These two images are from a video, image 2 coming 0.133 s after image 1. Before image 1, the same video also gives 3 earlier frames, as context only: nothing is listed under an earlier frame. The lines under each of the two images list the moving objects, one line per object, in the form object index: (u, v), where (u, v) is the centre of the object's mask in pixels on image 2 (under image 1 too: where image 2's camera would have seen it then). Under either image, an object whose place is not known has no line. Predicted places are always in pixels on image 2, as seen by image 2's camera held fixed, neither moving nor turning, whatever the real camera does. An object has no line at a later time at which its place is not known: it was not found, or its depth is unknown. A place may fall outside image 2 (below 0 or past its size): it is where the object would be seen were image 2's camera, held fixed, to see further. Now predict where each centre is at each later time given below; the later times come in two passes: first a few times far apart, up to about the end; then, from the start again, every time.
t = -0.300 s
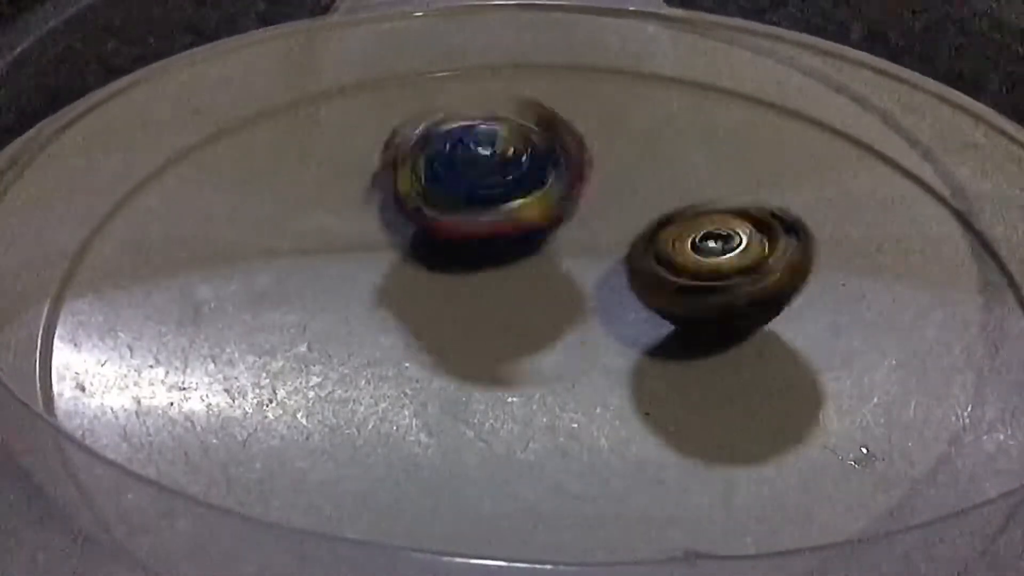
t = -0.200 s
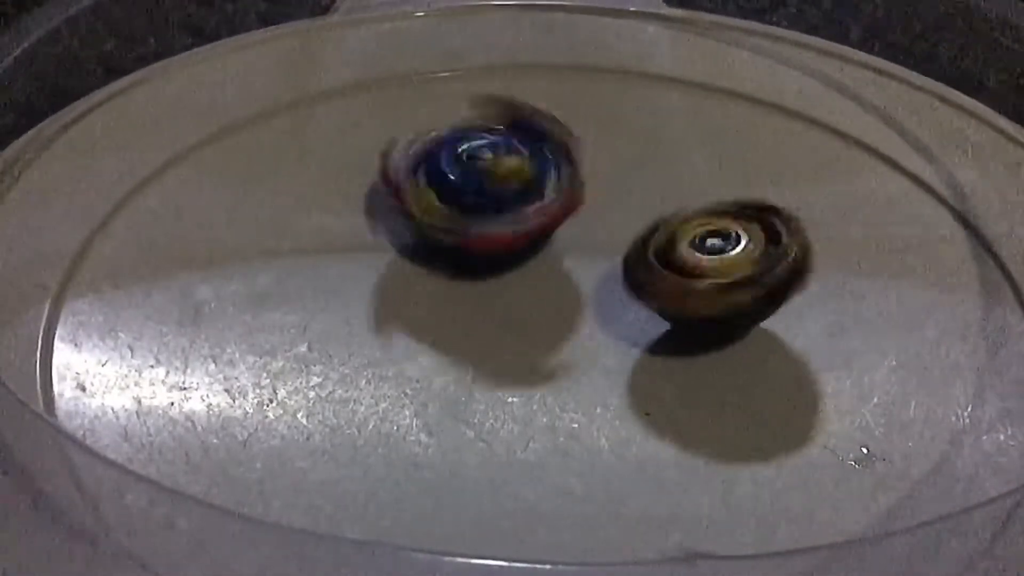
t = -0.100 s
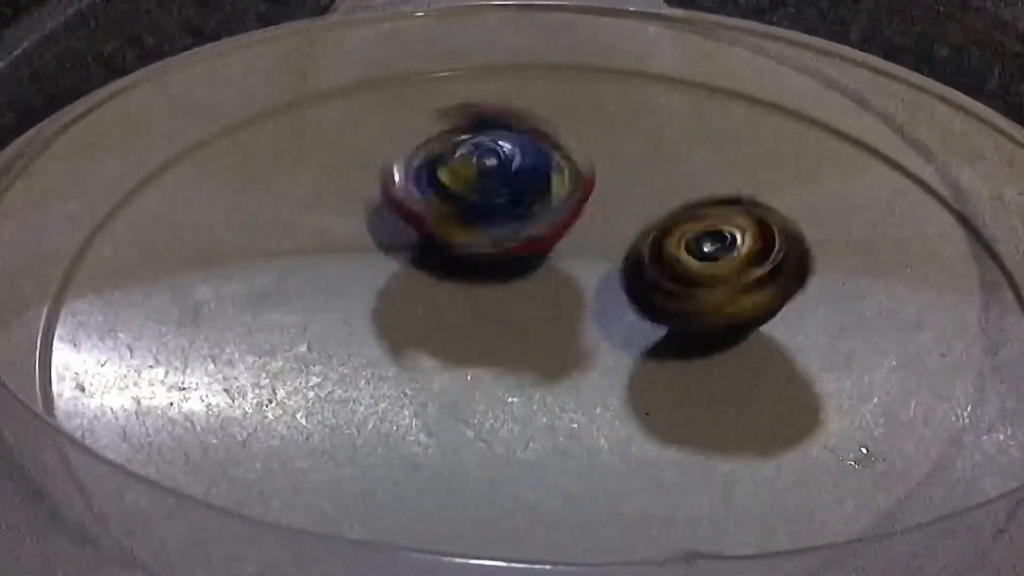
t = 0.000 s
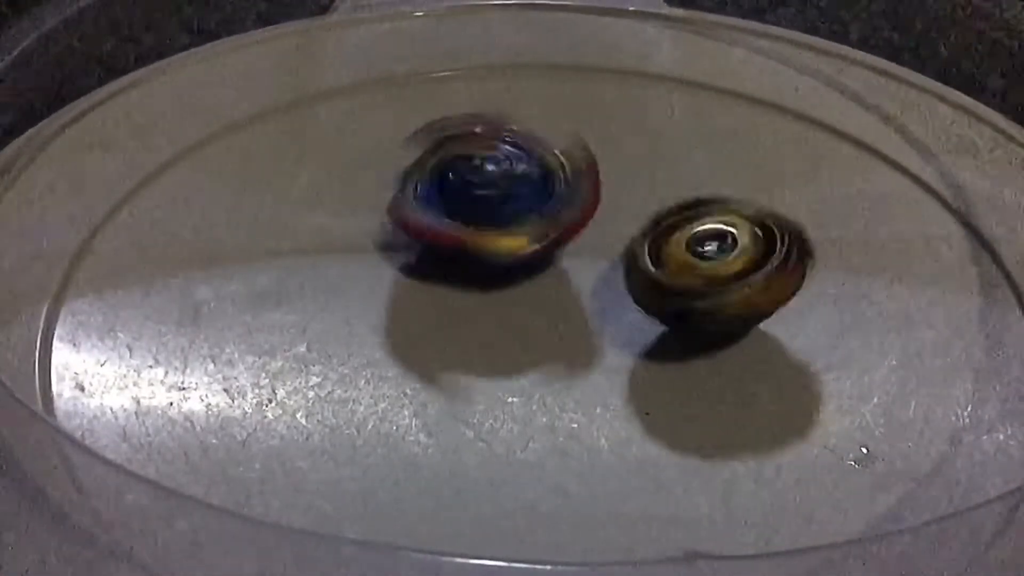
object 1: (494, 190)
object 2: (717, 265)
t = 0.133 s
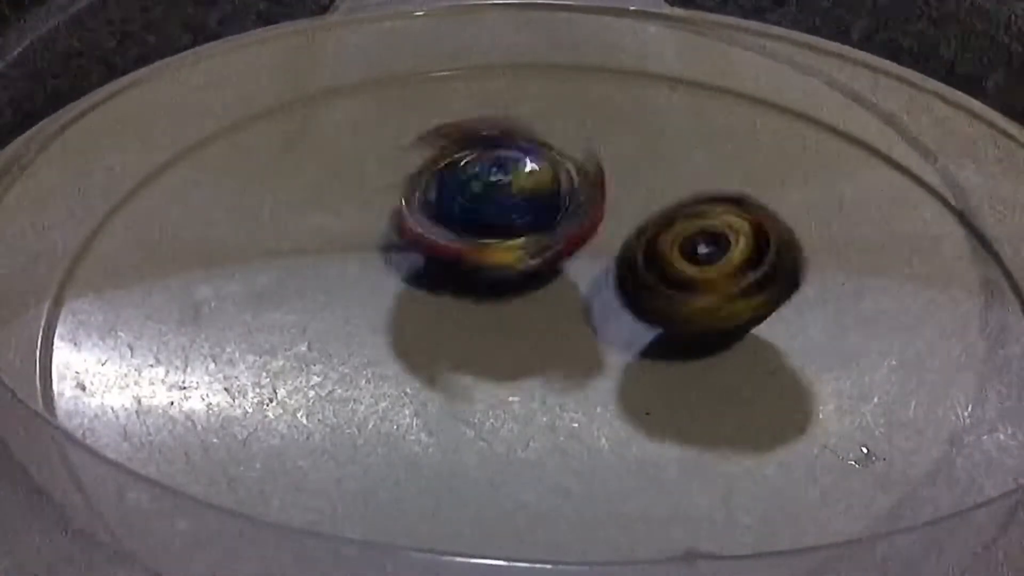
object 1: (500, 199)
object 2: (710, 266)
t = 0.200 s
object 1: (501, 203)
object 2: (709, 266)
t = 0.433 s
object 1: (515, 216)
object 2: (731, 255)
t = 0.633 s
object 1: (511, 219)
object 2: (795, 181)
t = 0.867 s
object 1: (515, 230)
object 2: (853, 190)
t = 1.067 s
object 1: (522, 234)
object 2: (882, 301)
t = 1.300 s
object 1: (532, 246)
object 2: (880, 319)
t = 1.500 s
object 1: (548, 254)
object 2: (861, 312)
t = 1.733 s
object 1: (566, 261)
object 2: (813, 306)
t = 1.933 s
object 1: (580, 262)
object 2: (764, 301)
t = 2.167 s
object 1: (556, 253)
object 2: (776, 296)
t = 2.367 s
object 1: (512, 241)
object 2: (819, 320)
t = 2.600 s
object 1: (471, 235)
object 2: (836, 333)
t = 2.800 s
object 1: (446, 242)
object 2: (832, 334)
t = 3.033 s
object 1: (417, 246)
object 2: (832, 334)
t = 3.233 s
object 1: (401, 255)
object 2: (831, 334)
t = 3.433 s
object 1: (384, 261)
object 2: (831, 334)
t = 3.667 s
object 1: (366, 269)
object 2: (831, 334)
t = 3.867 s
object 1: (361, 280)
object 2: (831, 334)
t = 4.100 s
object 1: (368, 294)
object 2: (831, 334)
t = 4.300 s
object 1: (382, 300)
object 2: (831, 334)
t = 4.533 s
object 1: (411, 306)
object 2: (832, 334)
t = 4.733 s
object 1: (434, 309)
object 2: (831, 334)
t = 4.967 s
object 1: (458, 312)
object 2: (832, 334)
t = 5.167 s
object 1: (485, 310)
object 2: (832, 334)
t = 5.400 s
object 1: (515, 310)
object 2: (832, 334)
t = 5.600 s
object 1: (539, 308)
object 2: (832, 334)
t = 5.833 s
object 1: (568, 298)
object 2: (832, 334)
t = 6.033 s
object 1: (591, 289)
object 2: (832, 334)
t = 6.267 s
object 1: (612, 281)
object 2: (831, 334)
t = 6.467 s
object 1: (622, 269)
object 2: (831, 334)
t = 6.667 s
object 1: (633, 255)
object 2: (833, 343)
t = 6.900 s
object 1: (640, 241)
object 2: (827, 345)
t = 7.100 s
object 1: (636, 229)
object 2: (826, 344)
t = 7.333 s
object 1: (634, 222)
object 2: (827, 344)
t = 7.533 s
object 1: (626, 211)
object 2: (827, 344)
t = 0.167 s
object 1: (500, 200)
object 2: (709, 267)
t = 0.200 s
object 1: (501, 203)
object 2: (709, 266)
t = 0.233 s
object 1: (507, 203)
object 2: (709, 266)
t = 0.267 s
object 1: (512, 206)
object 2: (706, 263)
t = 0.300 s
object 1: (514, 209)
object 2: (704, 265)
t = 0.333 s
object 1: (517, 212)
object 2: (702, 263)
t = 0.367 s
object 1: (517, 214)
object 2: (704, 268)
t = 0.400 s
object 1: (518, 215)
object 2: (719, 267)
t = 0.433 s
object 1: (515, 216)
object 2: (731, 255)
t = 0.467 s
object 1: (515, 214)
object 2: (743, 239)
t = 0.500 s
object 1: (514, 214)
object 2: (751, 227)
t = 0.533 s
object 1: (515, 217)
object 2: (758, 214)
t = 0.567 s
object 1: (513, 218)
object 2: (772, 201)
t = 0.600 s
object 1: (513, 220)
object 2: (781, 193)
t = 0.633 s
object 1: (511, 219)
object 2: (795, 181)
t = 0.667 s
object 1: (513, 219)
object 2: (805, 181)
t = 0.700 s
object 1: (514, 222)
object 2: (811, 170)
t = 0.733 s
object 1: (513, 222)
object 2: (824, 171)
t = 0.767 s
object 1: (515, 222)
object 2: (832, 179)
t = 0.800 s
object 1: (517, 226)
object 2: (843, 184)
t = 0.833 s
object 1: (516, 229)
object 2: (849, 189)
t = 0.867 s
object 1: (515, 230)
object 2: (853, 190)
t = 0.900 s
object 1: (512, 229)
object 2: (860, 200)
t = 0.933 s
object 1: (514, 230)
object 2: (861, 223)
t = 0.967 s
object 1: (515, 231)
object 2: (867, 240)
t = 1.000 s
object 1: (517, 232)
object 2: (874, 259)
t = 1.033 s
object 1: (518, 232)
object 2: (877, 280)
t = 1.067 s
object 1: (522, 234)
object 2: (882, 301)
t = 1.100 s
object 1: (524, 237)
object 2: (877, 328)
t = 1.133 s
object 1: (525, 240)
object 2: (876, 326)
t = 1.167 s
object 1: (525, 240)
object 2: (882, 320)
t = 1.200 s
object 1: (526, 241)
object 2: (885, 313)
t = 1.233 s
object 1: (529, 243)
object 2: (883, 313)
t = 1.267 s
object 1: (531, 246)
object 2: (882, 312)
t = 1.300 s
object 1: (532, 246)
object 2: (880, 319)
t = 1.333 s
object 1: (534, 248)
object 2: (879, 321)
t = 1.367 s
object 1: (536, 250)
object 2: (876, 320)
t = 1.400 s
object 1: (537, 251)
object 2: (875, 317)
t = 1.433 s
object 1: (540, 251)
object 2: (873, 314)
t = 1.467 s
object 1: (543, 250)
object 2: (867, 312)
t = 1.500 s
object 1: (548, 254)
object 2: (861, 312)
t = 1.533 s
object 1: (549, 256)
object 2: (856, 311)
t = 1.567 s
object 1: (552, 257)
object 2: (850, 309)
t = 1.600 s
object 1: (554, 258)
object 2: (843, 309)
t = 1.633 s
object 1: (557, 259)
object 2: (835, 308)
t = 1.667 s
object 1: (559, 261)
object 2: (827, 307)
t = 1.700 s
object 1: (562, 262)
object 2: (820, 307)
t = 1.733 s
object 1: (566, 261)
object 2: (813, 306)
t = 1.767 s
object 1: (569, 261)
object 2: (805, 305)
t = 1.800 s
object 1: (571, 262)
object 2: (796, 303)
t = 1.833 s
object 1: (574, 262)
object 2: (788, 303)
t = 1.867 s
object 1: (578, 262)
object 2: (780, 303)
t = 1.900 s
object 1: (579, 262)
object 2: (774, 301)
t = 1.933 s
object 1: (580, 262)
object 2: (764, 301)
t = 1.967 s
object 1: (579, 262)
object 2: (760, 298)
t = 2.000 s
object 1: (576, 259)
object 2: (760, 295)
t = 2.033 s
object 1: (577, 259)
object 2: (758, 294)
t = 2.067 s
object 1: (574, 260)
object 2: (753, 295)
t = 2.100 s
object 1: (568, 255)
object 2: (756, 296)
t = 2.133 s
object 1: (561, 251)
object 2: (767, 295)
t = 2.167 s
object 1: (556, 253)
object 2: (776, 296)
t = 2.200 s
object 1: (548, 249)
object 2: (788, 299)
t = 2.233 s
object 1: (541, 243)
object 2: (796, 305)
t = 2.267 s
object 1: (532, 247)
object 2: (802, 310)
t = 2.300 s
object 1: (524, 240)
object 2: (809, 314)
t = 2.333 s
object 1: (518, 242)
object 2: (815, 317)
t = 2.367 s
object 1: (512, 241)
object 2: (819, 320)
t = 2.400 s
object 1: (505, 236)
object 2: (824, 322)
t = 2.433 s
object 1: (499, 240)
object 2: (827, 325)
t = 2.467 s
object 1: (493, 238)
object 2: (830, 328)
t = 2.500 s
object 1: (487, 231)
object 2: (833, 329)
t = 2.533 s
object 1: (481, 235)
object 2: (835, 331)
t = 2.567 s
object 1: (477, 240)
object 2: (836, 332)
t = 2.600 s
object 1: (471, 235)
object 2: (836, 333)
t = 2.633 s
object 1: (466, 235)
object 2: (835, 334)
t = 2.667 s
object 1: (460, 240)
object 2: (834, 334)
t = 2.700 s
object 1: (456, 238)
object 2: (833, 334)
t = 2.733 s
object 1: (454, 241)
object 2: (832, 334)
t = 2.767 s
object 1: (449, 241)
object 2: (832, 334)
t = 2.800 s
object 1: (446, 242)
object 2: (832, 334)
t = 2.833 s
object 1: (444, 240)
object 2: (832, 334)
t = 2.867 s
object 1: (439, 242)
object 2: (832, 334)
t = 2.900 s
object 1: (434, 250)
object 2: (832, 334)
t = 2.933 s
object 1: (429, 245)
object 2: (832, 334)
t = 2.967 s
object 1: (427, 248)
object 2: (832, 334)
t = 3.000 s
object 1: (425, 249)
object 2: (832, 333)
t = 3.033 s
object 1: (417, 246)
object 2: (832, 334)
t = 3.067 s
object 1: (416, 246)
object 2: (831, 334)
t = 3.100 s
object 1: (413, 251)
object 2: (832, 334)
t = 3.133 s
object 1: (409, 253)
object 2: (832, 334)
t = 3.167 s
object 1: (406, 251)
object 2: (831, 334)
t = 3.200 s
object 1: (405, 253)
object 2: (831, 334)
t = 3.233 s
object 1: (401, 255)
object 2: (831, 334)
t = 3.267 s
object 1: (398, 253)
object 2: (832, 334)
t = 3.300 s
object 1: (394, 256)
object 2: (831, 334)
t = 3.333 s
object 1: (391, 257)
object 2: (831, 334)
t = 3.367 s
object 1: (388, 258)
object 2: (831, 334)
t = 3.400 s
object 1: (384, 260)
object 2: (831, 334)
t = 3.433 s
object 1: (384, 261)
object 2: (831, 334)
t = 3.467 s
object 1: (382, 262)
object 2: (831, 334)
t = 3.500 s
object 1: (380, 262)
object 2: (831, 334)
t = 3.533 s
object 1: (377, 263)
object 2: (831, 334)
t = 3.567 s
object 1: (374, 265)
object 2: (831, 334)
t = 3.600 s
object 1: (370, 267)
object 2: (831, 334)
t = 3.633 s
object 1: (368, 269)
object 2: (831, 334)
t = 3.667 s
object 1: (366, 269)
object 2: (831, 334)
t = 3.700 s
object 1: (364, 270)
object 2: (831, 335)
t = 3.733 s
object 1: (364, 270)
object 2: (831, 334)
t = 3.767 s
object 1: (364, 272)
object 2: (831, 334)
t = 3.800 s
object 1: (363, 274)
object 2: (831, 334)
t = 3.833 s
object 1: (363, 277)
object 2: (831, 334)
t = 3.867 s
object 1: (361, 280)
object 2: (831, 334)
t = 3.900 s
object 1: (362, 281)
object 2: (831, 334)
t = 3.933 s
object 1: (361, 282)
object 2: (831, 334)
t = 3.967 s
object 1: (362, 283)
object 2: (831, 334)
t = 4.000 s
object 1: (365, 285)
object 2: (831, 334)
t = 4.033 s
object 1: (367, 287)
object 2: (831, 335)
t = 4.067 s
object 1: (367, 290)
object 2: (831, 335)
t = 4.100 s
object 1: (368, 294)
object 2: (831, 334)
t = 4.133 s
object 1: (369, 296)
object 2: (831, 334)
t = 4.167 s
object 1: (370, 296)
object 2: (831, 334)
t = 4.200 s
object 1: (373, 296)
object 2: (831, 334)
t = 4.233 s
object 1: (376, 297)
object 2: (831, 334)
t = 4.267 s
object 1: (379, 298)
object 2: (831, 334)
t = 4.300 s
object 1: (382, 300)
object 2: (831, 334)
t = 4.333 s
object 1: (384, 301)
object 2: (831, 334)
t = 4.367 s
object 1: (386, 302)
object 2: (832, 334)
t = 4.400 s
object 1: (390, 303)
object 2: (831, 334)
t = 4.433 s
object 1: (396, 302)
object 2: (831, 334)
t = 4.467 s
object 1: (401, 302)
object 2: (832, 334)
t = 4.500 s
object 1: (407, 303)
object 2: (832, 334)
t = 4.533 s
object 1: (411, 306)
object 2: (832, 334)
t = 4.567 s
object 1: (414, 307)
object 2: (832, 334)
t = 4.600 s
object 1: (417, 309)
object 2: (832, 334)
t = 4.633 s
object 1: (420, 311)
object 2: (832, 334)
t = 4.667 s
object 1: (424, 310)
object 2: (832, 334)
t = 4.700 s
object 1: (430, 310)
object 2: (832, 334)
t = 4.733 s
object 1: (434, 309)
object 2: (831, 334)
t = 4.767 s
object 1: (438, 311)
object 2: (832, 334)
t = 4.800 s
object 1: (441, 313)
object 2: (832, 334)
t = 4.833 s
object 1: (442, 316)
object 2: (832, 334)
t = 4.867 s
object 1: (446, 315)
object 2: (832, 334)
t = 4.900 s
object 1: (450, 313)
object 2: (832, 334)
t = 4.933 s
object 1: (454, 312)
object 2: (831, 334)
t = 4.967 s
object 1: (458, 312)
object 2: (832, 334)
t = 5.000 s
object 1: (462, 313)
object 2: (831, 334)
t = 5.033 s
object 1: (466, 313)
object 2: (831, 334)
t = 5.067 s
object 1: (470, 312)
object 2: (832, 334)
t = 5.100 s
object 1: (473, 313)
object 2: (831, 334)
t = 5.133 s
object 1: (479, 310)
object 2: (832, 334)
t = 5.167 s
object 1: (485, 310)
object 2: (832, 334)
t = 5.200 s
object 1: (490, 311)
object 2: (832, 334)
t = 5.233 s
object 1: (495, 311)
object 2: (831, 334)
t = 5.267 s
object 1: (499, 311)
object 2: (832, 334)
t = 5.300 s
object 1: (503, 311)
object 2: (831, 334)
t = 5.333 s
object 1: (506, 313)
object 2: (831, 334)
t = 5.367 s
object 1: (509, 313)
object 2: (832, 334)
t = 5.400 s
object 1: (515, 310)
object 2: (832, 334)
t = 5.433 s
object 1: (520, 309)
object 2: (832, 334)
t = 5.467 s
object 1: (525, 310)
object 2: (832, 334)
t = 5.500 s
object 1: (530, 309)
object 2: (832, 334)
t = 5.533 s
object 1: (533, 309)
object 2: (831, 334)
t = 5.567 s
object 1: (537, 310)
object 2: (832, 334)
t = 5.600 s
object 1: (539, 308)
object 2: (832, 334)
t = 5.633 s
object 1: (544, 306)
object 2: (832, 334)
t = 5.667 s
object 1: (548, 304)
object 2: (831, 334)
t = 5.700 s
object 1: (552, 302)
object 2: (832, 334)
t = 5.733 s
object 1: (556, 303)
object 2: (832, 334)
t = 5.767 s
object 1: (561, 300)
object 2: (832, 334)
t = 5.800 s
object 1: (564, 299)
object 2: (832, 334)
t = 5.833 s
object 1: (568, 298)
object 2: (832, 334)
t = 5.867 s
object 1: (572, 295)
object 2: (832, 333)
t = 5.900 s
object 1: (576, 293)
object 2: (832, 334)
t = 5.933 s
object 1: (581, 292)
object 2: (832, 334)
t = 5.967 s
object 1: (584, 291)
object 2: (832, 334)
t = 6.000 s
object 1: (587, 290)
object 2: (832, 334)
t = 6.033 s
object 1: (591, 289)
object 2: (832, 334)
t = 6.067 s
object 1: (593, 288)
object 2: (831, 334)
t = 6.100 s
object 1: (595, 287)
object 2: (832, 334)
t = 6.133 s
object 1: (598, 285)
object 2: (832, 333)
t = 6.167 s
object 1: (602, 282)
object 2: (832, 334)
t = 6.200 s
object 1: (606, 281)
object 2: (832, 334)
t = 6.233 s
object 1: (610, 280)
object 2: (832, 333)
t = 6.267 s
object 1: (612, 281)
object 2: (831, 334)
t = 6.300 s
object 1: (615, 280)
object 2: (831, 334)
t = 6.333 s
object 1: (616, 278)
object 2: (832, 332)
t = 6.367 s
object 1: (617, 277)
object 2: (831, 333)
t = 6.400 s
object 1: (618, 274)
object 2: (832, 332)
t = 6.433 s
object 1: (620, 270)
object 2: (832, 333)
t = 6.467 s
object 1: (622, 269)
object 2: (831, 334)
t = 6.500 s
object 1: (623, 267)
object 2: (832, 334)
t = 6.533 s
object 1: (625, 265)
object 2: (834, 335)
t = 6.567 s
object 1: (627, 262)
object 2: (835, 337)
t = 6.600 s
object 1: (629, 260)
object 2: (835, 341)
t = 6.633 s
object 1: (630, 257)
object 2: (834, 342)
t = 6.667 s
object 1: (633, 255)
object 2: (833, 343)
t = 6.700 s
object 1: (634, 254)
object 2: (823, 346)
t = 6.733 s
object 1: (635, 250)
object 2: (829, 345)
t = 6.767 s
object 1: (637, 248)
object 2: (827, 345)
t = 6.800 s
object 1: (639, 245)
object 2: (828, 344)
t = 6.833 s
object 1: (640, 243)
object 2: (828, 344)
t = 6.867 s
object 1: (640, 241)
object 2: (827, 344)
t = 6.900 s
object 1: (640, 241)
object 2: (827, 345)
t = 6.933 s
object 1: (638, 240)
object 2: (826, 345)
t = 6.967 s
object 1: (637, 239)
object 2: (826, 344)
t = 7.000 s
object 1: (637, 235)
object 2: (827, 344)
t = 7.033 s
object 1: (637, 234)
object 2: (827, 344)
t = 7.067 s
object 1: (636, 231)
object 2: (826, 344)
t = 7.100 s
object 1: (636, 229)
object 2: (826, 344)
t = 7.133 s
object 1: (635, 227)
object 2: (827, 344)
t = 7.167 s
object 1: (635, 224)
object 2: (827, 344)
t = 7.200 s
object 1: (636, 222)
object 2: (827, 344)
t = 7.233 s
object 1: (637, 221)
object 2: (827, 344)
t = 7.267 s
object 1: (636, 223)
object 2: (827, 344)
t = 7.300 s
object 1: (635, 222)
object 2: (827, 344)
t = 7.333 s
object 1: (634, 222)
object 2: (827, 344)
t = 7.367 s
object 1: (632, 220)
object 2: (827, 344)
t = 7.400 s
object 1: (630, 219)
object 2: (826, 344)
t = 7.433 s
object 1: (630, 215)
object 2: (826, 344)
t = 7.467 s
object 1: (629, 214)
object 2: (826, 344)
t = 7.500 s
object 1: (628, 213)
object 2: (826, 344)
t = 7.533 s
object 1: (626, 211)
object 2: (827, 344)
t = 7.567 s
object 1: (624, 208)
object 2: (825, 345)
